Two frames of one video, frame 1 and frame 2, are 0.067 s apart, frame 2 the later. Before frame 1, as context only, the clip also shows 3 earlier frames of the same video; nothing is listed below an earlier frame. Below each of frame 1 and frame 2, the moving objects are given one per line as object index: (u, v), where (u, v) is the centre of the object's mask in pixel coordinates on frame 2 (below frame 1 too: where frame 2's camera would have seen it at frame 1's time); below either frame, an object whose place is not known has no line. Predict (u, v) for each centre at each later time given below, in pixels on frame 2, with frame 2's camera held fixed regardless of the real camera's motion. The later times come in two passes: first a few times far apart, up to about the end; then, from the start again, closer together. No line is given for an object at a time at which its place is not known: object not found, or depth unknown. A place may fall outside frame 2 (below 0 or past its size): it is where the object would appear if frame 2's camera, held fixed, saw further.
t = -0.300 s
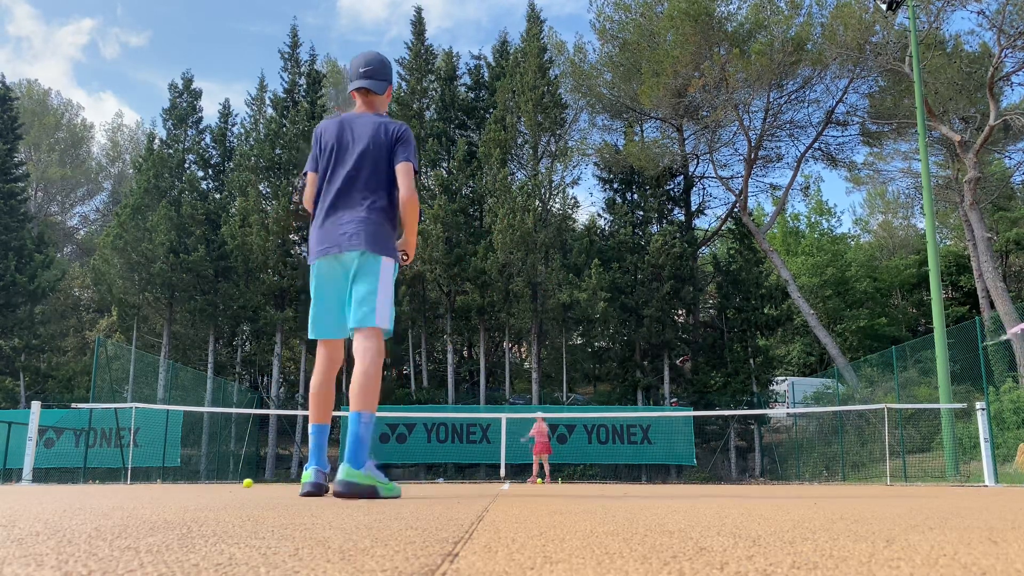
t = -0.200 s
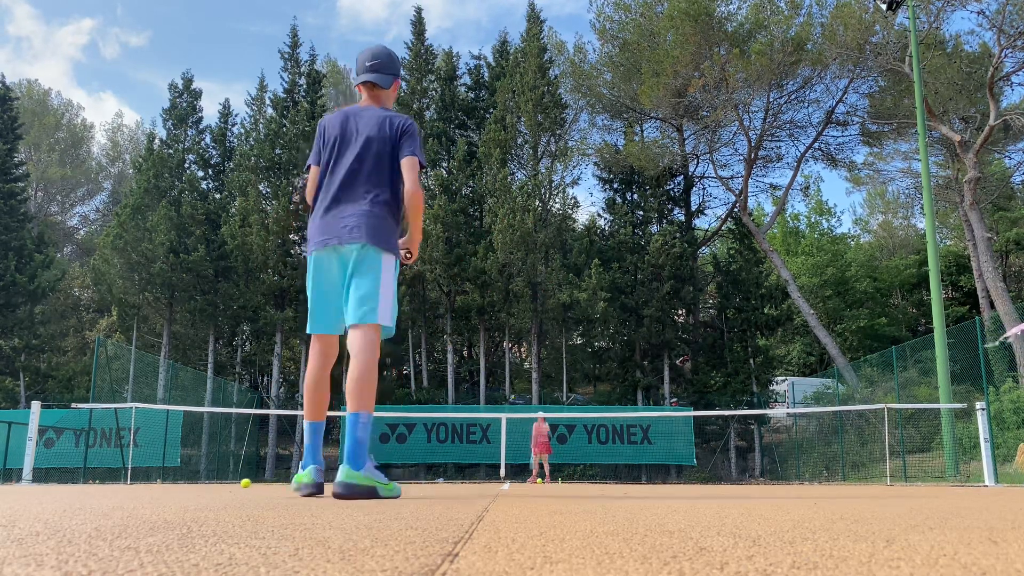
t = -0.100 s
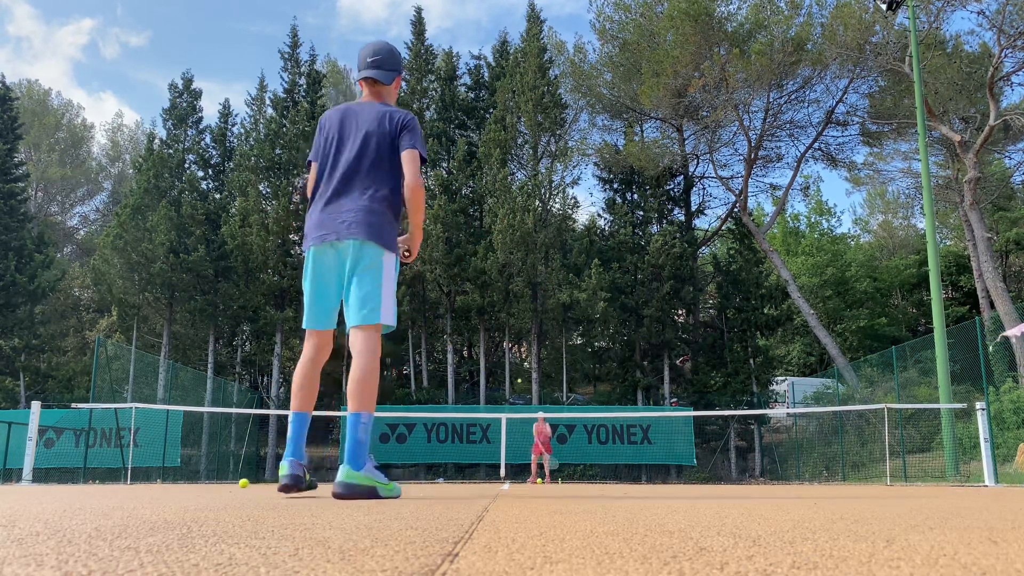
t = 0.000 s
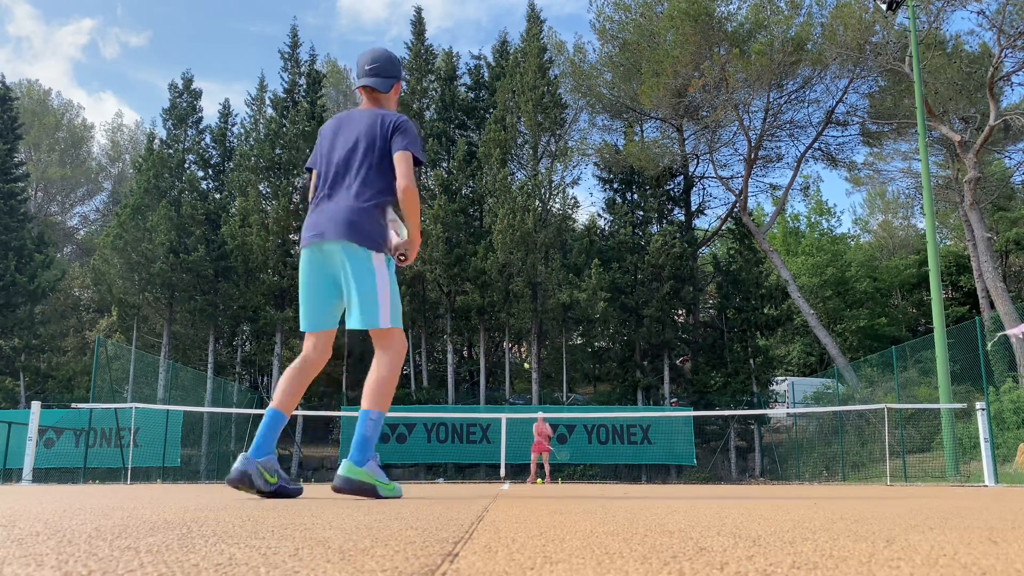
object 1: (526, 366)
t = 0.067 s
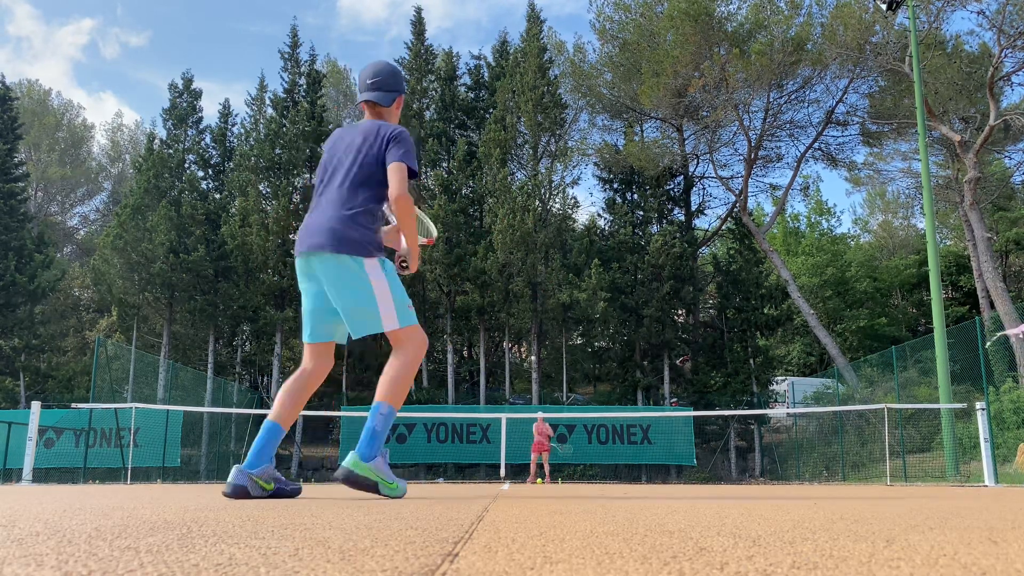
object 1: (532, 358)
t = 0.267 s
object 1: (555, 341)
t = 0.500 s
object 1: (592, 346)
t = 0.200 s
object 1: (547, 345)
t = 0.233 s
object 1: (550, 343)
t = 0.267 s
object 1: (555, 341)
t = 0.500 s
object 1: (592, 346)
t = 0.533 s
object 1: (601, 350)
